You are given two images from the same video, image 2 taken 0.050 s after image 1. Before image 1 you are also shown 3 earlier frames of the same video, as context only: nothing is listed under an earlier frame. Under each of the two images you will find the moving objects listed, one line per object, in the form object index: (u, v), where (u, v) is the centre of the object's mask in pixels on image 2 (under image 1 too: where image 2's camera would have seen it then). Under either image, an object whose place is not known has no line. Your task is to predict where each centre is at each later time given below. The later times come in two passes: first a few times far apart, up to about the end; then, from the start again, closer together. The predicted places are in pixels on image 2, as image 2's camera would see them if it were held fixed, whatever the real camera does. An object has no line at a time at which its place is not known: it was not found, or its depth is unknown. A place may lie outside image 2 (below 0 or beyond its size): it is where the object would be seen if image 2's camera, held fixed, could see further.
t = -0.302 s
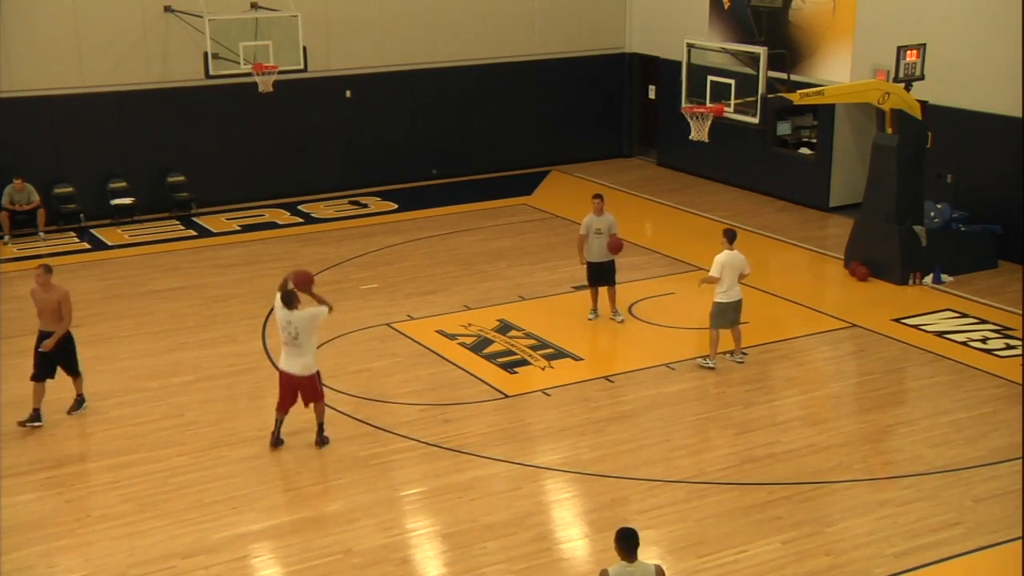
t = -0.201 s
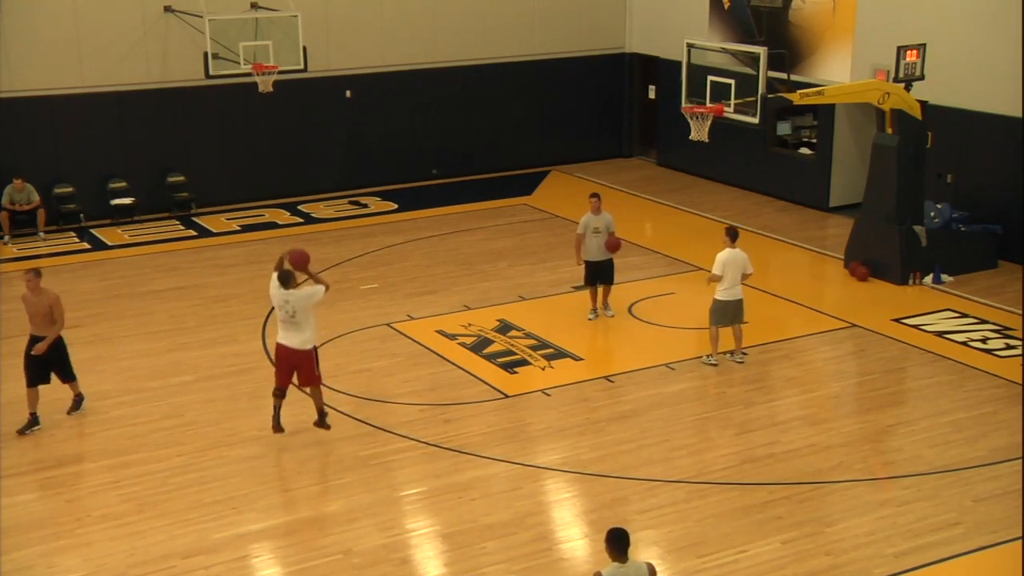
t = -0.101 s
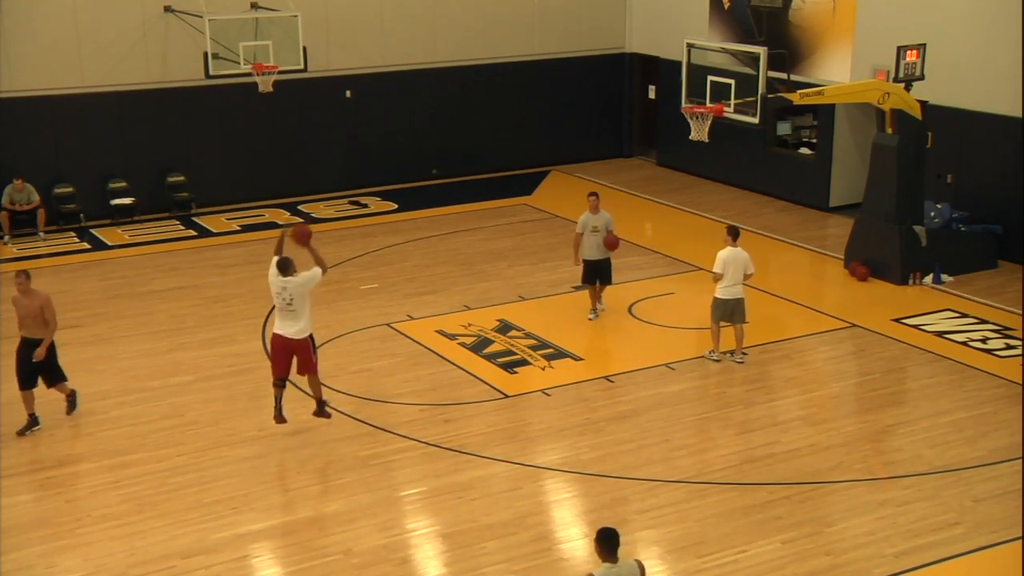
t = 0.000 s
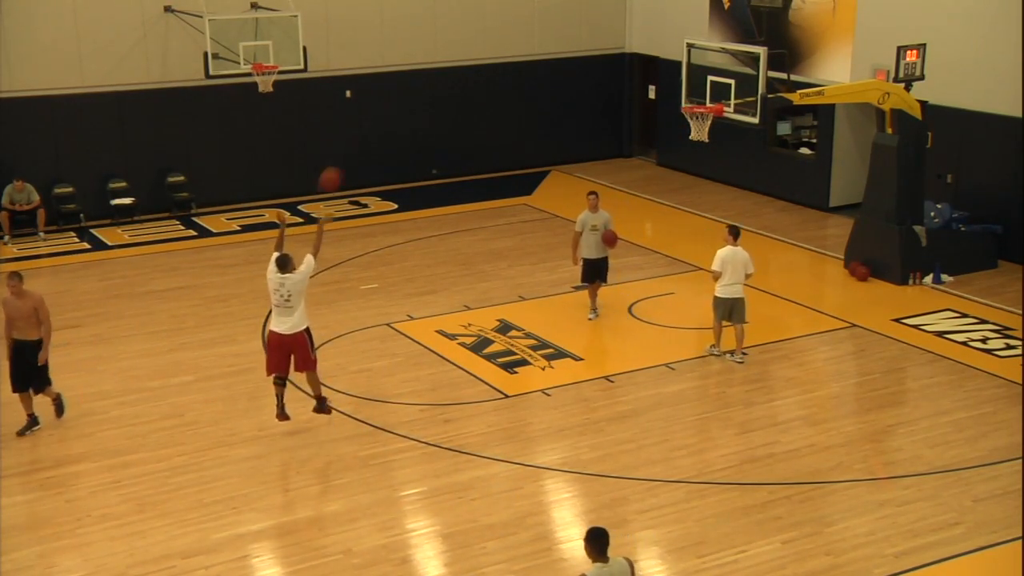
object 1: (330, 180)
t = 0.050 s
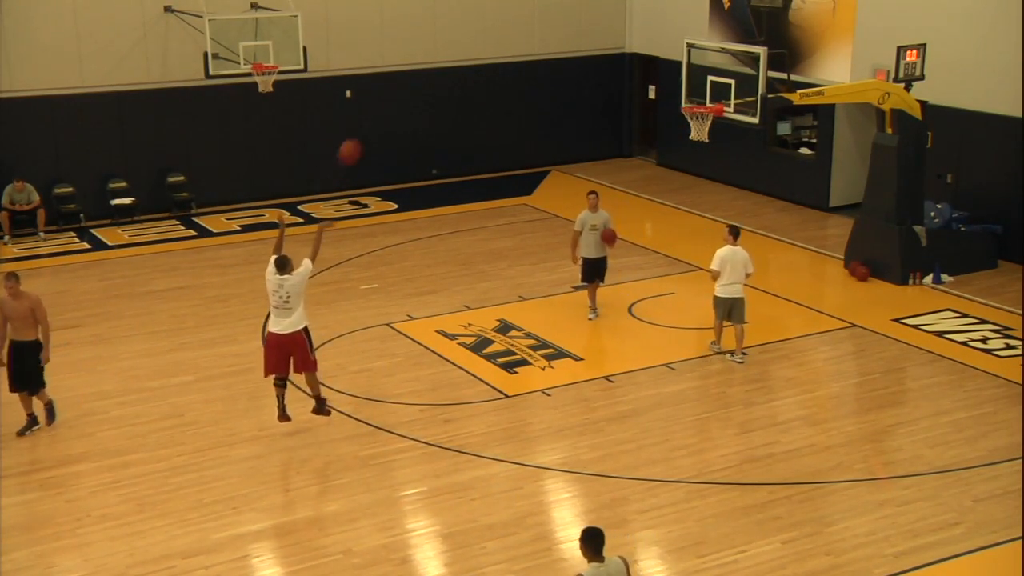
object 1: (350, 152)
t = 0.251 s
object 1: (423, 67)
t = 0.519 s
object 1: (512, 10)
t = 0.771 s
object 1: (586, 11)
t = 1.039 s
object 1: (656, 60)
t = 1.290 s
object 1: (707, 133)
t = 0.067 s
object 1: (356, 143)
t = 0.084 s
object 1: (362, 135)
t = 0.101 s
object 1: (368, 127)
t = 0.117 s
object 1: (374, 119)
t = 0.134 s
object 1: (380, 112)
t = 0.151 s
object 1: (387, 104)
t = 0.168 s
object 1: (392, 97)
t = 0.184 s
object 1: (398, 91)
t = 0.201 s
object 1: (405, 84)
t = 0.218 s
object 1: (411, 79)
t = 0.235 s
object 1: (416, 74)
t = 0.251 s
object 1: (423, 67)
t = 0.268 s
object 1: (429, 61)
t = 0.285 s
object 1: (434, 56)
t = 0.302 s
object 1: (440, 51)
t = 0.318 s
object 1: (446, 46)
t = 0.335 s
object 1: (451, 42)
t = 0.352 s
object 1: (457, 38)
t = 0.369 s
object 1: (463, 34)
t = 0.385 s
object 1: (468, 30)
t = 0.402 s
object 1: (474, 27)
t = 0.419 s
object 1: (479, 24)
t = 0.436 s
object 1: (485, 21)
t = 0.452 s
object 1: (490, 18)
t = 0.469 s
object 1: (496, 16)
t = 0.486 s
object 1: (501, 14)
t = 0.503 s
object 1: (506, 12)
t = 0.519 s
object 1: (512, 10)
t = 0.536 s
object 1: (517, 9)
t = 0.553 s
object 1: (522, 8)
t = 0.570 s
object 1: (527, 7)
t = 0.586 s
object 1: (532, 7)
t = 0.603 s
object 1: (538, 7)
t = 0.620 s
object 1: (543, 7)
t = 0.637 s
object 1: (547, 7)
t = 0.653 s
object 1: (553, 6)
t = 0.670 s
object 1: (557, 7)
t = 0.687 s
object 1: (563, 7)
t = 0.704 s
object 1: (567, 7)
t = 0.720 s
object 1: (572, 8)
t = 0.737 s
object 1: (577, 9)
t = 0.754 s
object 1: (582, 10)
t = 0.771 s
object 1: (586, 11)
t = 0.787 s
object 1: (591, 13)
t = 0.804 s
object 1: (596, 15)
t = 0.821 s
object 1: (600, 17)
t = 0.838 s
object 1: (605, 19)
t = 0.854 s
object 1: (609, 22)
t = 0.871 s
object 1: (614, 25)
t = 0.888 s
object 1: (618, 27)
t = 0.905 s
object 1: (622, 30)
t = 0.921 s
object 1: (626, 33)
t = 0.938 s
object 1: (631, 36)
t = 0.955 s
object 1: (635, 40)
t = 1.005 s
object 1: (648, 52)
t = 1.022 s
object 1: (652, 55)
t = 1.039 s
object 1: (656, 60)
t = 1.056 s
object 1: (659, 64)
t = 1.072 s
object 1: (664, 69)
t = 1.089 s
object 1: (668, 73)
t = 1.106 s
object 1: (671, 78)
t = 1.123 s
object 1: (674, 83)
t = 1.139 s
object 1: (678, 88)
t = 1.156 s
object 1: (683, 93)
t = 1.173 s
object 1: (687, 98)
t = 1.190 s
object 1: (690, 103)
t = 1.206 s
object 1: (693, 102)
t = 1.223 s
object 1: (692, 107)
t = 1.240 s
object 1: (718, 108)
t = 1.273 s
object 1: (708, 132)
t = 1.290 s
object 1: (707, 133)
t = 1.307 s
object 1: (708, 136)
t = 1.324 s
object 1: (710, 138)
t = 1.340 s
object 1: (712, 142)
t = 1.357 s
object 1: (714, 147)
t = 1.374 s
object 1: (716, 151)
